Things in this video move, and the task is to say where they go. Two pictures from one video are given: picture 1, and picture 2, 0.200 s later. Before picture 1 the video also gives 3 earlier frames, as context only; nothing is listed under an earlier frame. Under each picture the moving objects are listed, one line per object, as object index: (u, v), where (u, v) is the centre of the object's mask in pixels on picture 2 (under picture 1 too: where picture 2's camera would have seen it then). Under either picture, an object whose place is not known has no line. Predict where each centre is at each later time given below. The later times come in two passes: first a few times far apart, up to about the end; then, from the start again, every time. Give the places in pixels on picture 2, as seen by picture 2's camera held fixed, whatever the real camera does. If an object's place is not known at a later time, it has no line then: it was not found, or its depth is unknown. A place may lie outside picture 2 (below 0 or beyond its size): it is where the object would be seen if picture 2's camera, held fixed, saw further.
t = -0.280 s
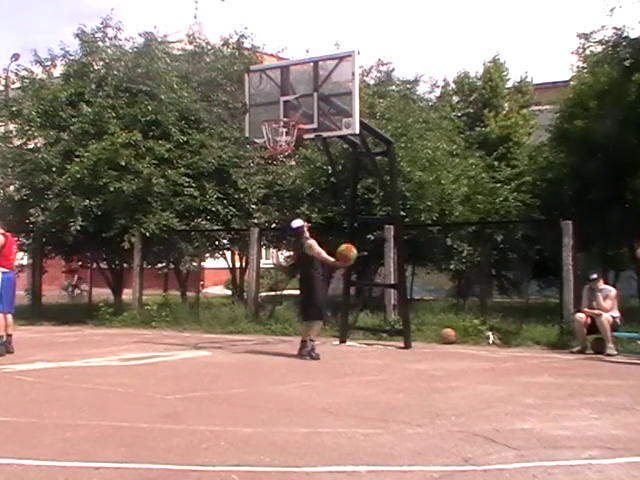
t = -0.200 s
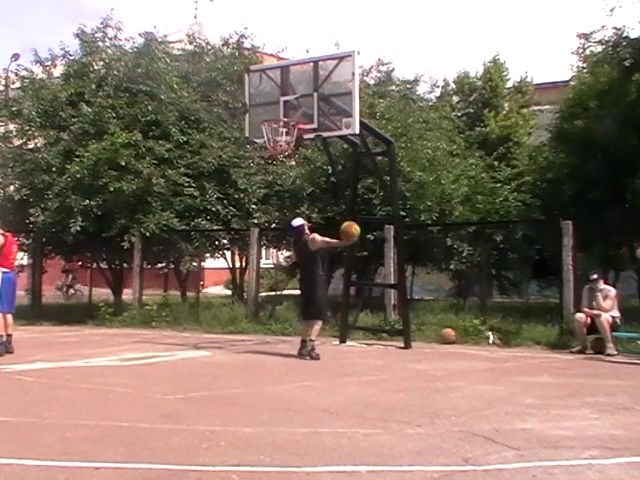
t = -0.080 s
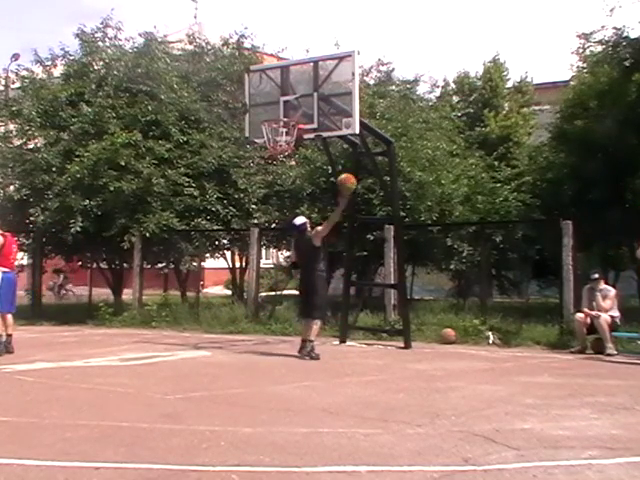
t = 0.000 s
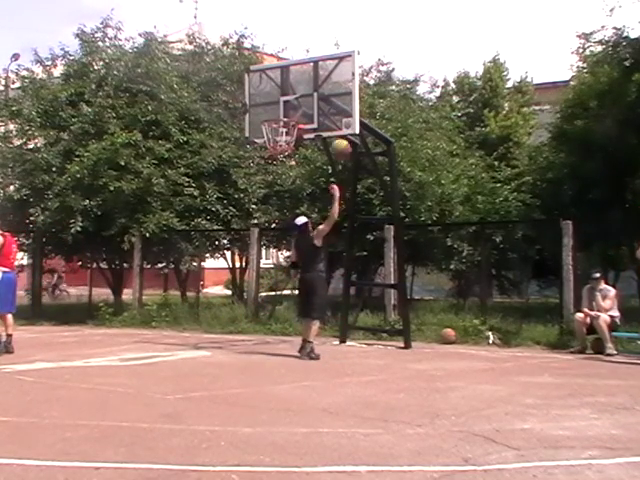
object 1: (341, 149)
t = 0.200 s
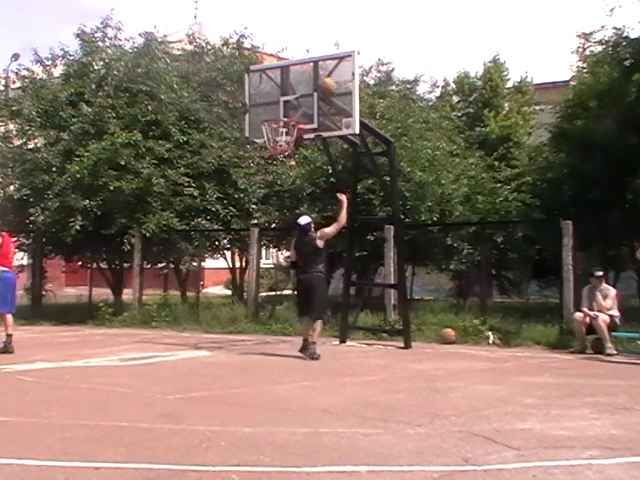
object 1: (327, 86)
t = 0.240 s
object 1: (324, 78)
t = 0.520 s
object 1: (306, 57)
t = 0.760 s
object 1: (290, 85)
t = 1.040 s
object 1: (278, 89)
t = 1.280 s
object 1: (270, 79)
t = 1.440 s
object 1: (263, 96)
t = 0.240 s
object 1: (324, 78)
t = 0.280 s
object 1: (322, 70)
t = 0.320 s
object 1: (318, 66)
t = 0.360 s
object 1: (316, 62)
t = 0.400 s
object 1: (312, 58)
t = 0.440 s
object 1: (310, 57)
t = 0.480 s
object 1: (308, 56)
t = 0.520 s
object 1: (306, 57)
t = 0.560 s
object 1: (303, 58)
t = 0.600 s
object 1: (300, 62)
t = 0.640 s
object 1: (298, 65)
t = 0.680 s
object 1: (295, 70)
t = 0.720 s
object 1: (294, 77)
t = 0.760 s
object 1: (290, 85)
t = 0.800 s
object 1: (288, 93)
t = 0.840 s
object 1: (287, 102)
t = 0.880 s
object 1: (283, 113)
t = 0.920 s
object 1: (282, 109)
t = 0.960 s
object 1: (281, 101)
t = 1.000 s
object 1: (279, 94)
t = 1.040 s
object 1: (278, 89)
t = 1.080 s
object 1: (276, 84)
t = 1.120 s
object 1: (275, 81)
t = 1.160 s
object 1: (274, 78)
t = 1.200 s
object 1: (273, 77)
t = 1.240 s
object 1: (271, 77)
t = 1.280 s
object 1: (270, 79)
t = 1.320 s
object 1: (269, 81)
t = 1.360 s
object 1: (267, 85)
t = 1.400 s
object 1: (265, 90)
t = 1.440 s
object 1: (263, 96)
